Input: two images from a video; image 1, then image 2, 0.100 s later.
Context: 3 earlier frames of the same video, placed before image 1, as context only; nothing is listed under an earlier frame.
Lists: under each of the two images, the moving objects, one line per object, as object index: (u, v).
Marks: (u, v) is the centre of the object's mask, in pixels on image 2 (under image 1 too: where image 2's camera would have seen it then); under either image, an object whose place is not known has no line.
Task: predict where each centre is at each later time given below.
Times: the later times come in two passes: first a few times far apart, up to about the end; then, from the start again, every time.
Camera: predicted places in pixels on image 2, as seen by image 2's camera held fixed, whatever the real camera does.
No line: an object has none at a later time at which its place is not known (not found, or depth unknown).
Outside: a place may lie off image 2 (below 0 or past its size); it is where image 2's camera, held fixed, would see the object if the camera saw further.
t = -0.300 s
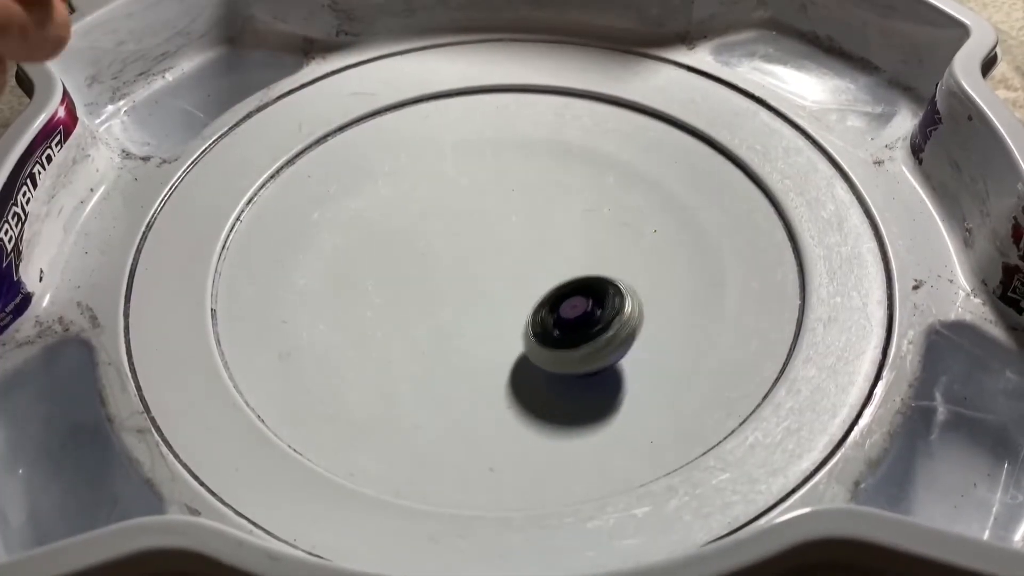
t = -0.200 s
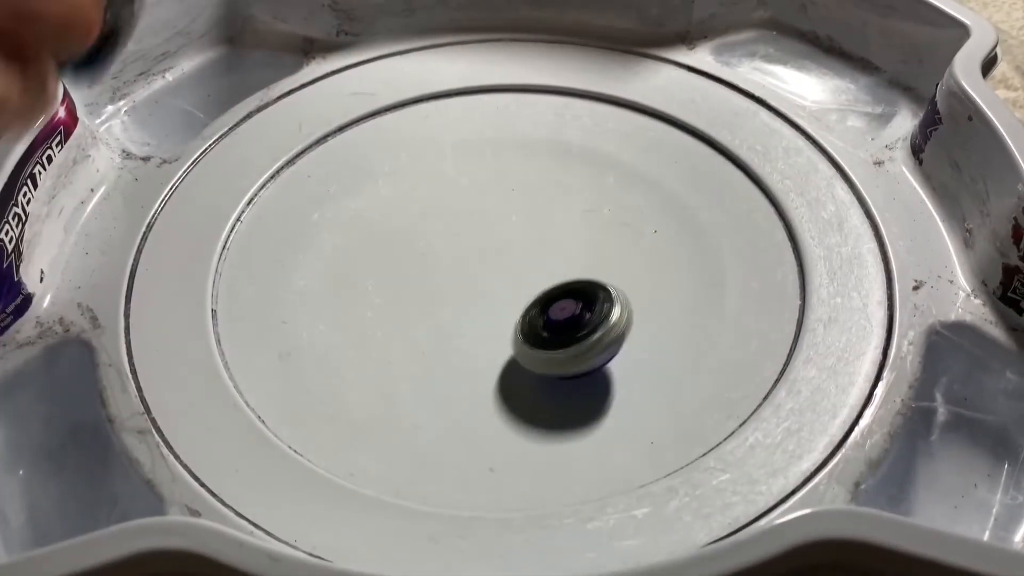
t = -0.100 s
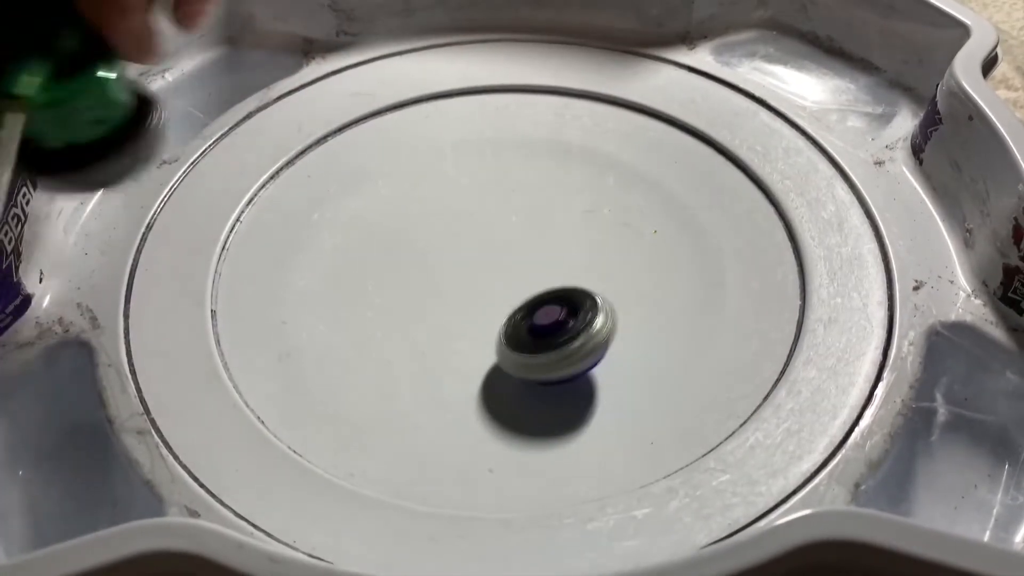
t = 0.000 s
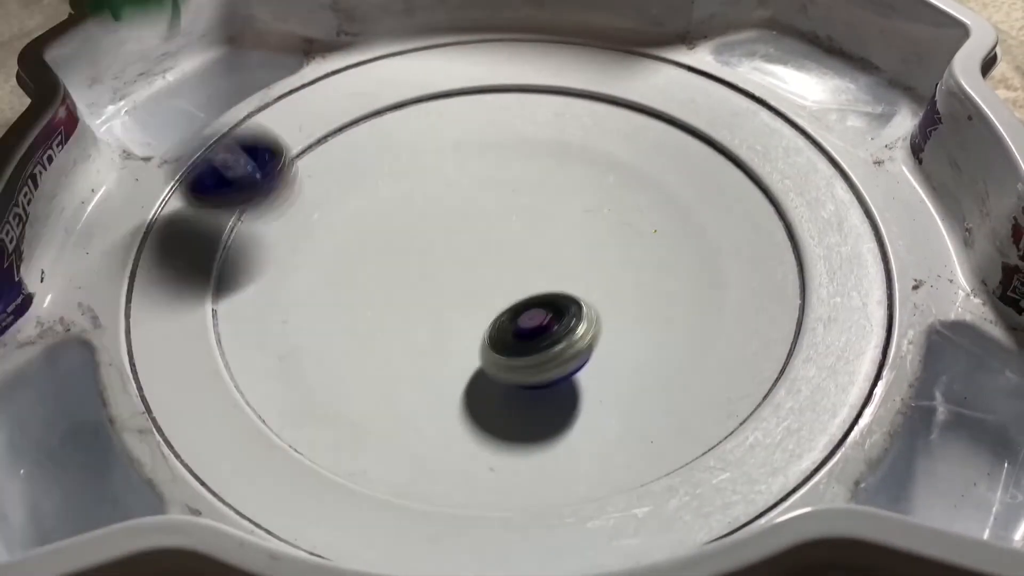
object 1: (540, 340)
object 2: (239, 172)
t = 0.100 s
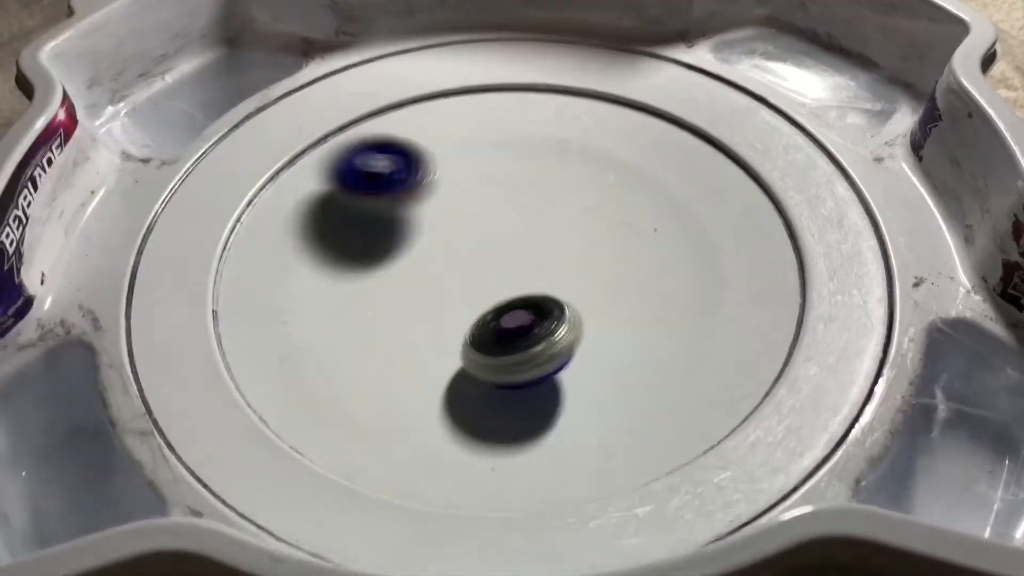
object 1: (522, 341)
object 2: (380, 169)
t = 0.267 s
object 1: (483, 342)
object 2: (571, 174)
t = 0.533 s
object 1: (447, 337)
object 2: (594, 178)
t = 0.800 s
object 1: (448, 306)
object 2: (442, 183)
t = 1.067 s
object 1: (419, 364)
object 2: (462, 232)
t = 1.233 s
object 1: (416, 340)
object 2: (555, 258)
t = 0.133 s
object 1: (513, 343)
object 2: (425, 168)
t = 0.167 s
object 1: (503, 342)
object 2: (469, 168)
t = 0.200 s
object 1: (497, 343)
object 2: (509, 169)
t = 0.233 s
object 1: (490, 343)
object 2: (542, 171)
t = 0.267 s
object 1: (483, 342)
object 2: (571, 174)
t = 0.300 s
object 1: (478, 343)
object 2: (593, 177)
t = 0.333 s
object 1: (471, 343)
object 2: (609, 179)
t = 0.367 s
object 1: (466, 342)
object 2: (618, 182)
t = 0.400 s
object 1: (462, 342)
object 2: (622, 184)
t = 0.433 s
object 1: (458, 340)
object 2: (620, 184)
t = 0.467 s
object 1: (455, 338)
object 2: (615, 184)
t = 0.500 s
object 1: (451, 338)
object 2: (606, 182)
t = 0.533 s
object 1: (447, 337)
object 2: (594, 178)
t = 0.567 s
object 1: (446, 334)
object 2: (580, 172)
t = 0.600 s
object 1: (445, 332)
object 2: (564, 166)
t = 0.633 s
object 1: (447, 329)
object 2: (546, 161)
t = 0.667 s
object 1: (449, 326)
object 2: (526, 156)
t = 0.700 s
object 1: (451, 322)
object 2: (503, 156)
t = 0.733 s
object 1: (451, 318)
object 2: (480, 160)
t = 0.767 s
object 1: (450, 312)
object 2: (460, 169)
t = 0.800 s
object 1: (448, 306)
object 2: (442, 183)
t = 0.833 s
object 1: (448, 303)
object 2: (431, 200)
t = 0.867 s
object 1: (445, 299)
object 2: (426, 217)
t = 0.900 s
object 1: (439, 319)
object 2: (427, 207)
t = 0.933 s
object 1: (432, 335)
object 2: (431, 202)
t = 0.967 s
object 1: (427, 349)
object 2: (436, 203)
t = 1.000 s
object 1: (424, 356)
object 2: (444, 210)
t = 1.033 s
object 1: (421, 362)
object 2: (452, 220)
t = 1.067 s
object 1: (419, 364)
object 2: (462, 232)
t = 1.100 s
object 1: (418, 363)
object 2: (476, 243)
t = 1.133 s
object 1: (417, 359)
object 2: (492, 252)
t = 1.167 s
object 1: (416, 354)
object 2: (513, 258)
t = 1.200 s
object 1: (415, 347)
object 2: (534, 259)
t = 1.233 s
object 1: (416, 340)
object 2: (555, 258)
